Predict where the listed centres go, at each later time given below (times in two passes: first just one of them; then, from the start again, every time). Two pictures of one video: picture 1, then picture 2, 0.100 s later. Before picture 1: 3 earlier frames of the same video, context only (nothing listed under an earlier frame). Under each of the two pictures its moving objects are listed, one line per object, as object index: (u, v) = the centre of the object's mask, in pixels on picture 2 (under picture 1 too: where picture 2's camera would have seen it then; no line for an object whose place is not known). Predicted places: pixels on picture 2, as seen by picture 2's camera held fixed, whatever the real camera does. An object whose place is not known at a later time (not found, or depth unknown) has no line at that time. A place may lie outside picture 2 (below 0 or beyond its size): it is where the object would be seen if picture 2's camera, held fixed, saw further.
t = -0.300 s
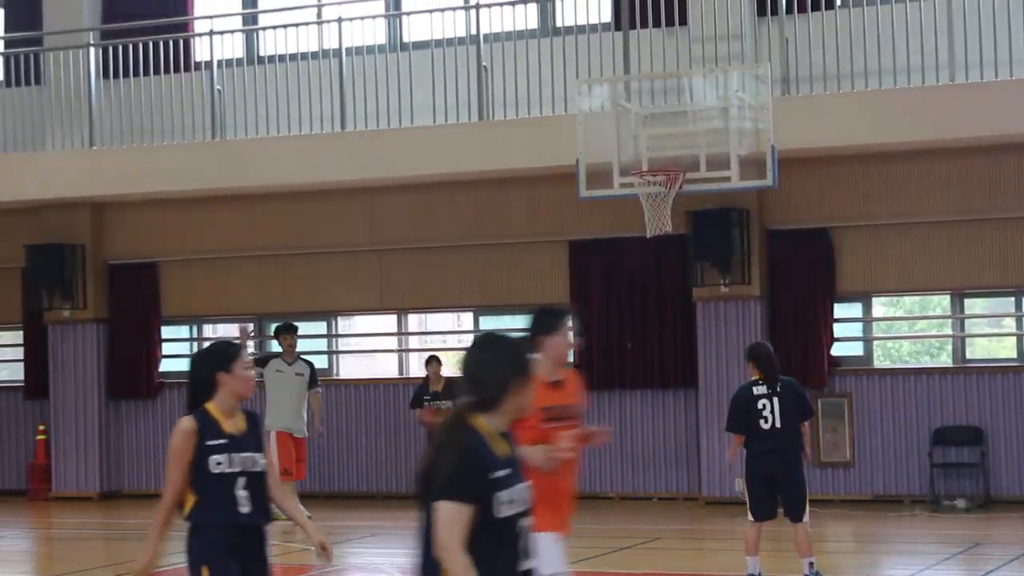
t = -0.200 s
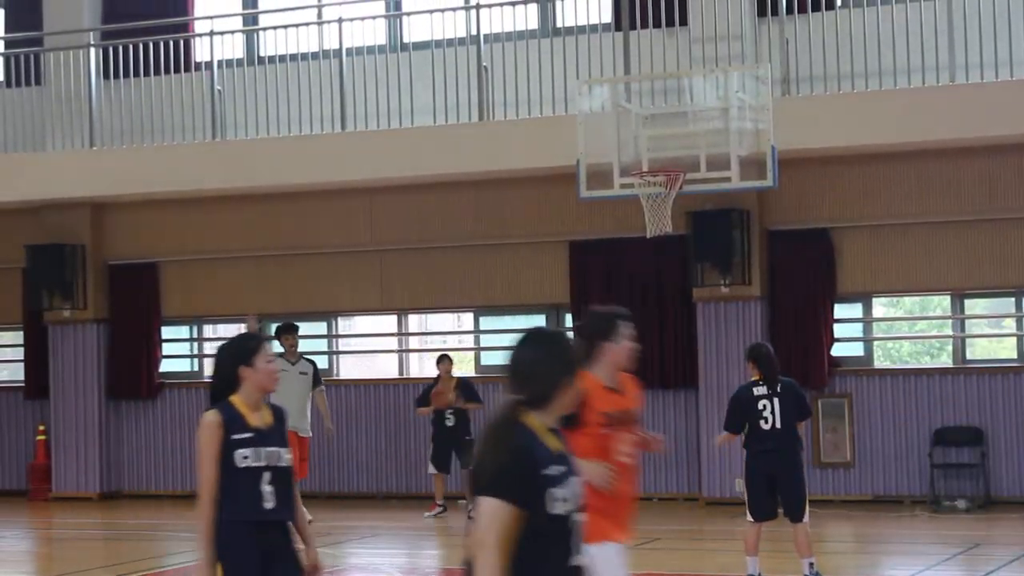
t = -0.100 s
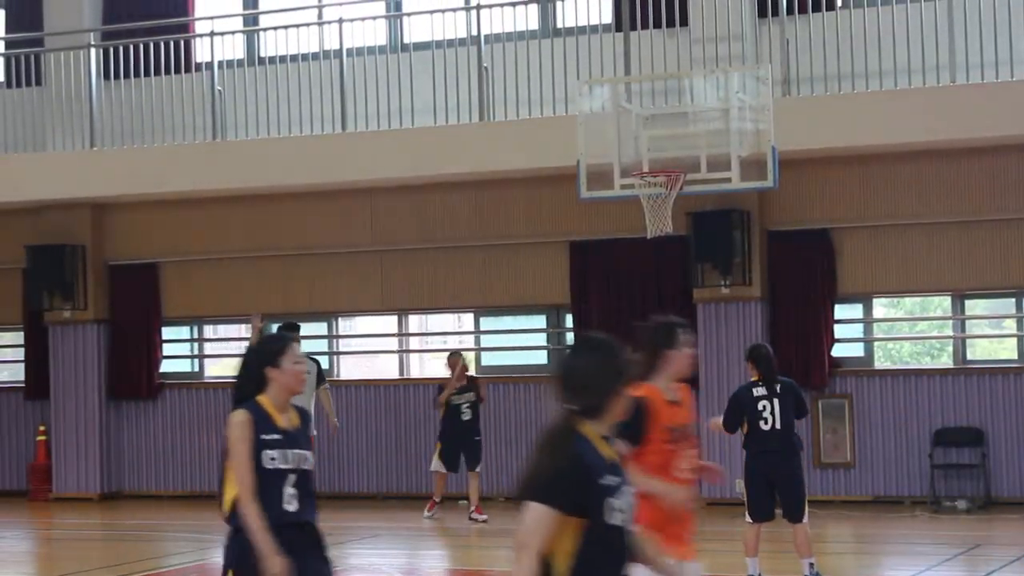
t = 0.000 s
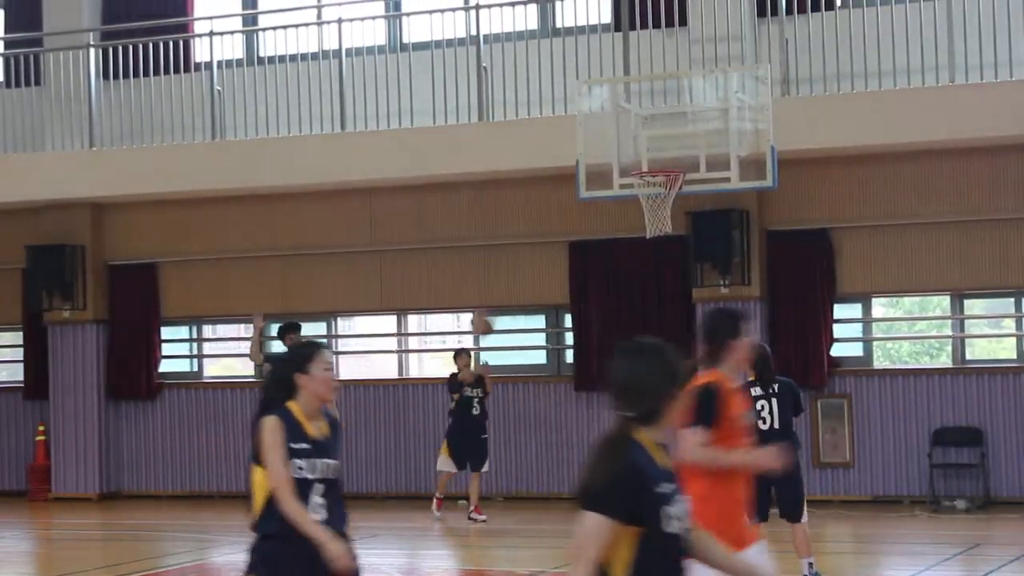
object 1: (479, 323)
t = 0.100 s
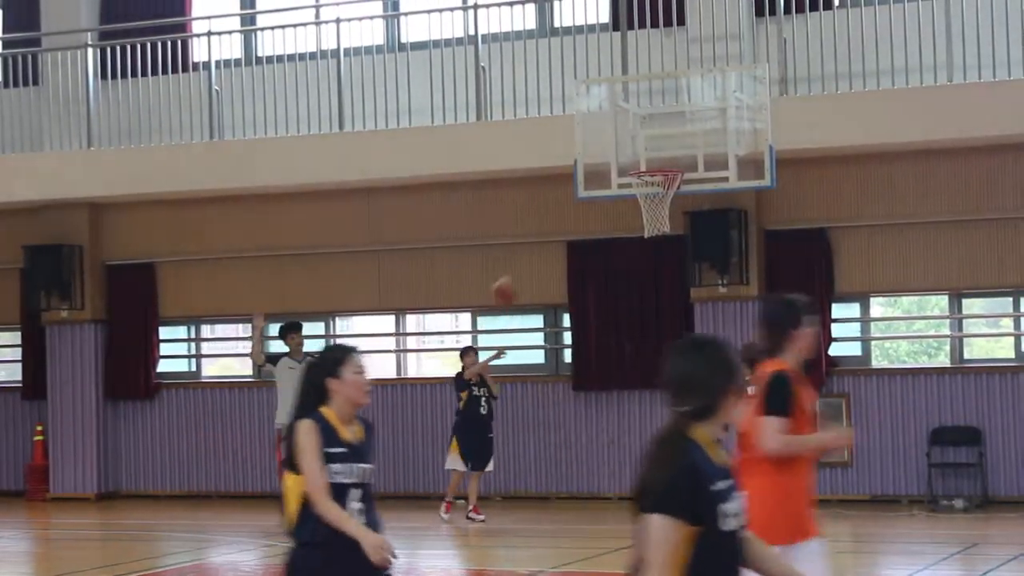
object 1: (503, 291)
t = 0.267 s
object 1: (551, 260)
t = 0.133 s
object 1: (513, 283)
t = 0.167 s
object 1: (525, 274)
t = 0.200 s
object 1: (533, 268)
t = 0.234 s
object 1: (541, 263)
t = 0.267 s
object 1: (551, 260)
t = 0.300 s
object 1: (562, 256)
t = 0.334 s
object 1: (573, 256)
